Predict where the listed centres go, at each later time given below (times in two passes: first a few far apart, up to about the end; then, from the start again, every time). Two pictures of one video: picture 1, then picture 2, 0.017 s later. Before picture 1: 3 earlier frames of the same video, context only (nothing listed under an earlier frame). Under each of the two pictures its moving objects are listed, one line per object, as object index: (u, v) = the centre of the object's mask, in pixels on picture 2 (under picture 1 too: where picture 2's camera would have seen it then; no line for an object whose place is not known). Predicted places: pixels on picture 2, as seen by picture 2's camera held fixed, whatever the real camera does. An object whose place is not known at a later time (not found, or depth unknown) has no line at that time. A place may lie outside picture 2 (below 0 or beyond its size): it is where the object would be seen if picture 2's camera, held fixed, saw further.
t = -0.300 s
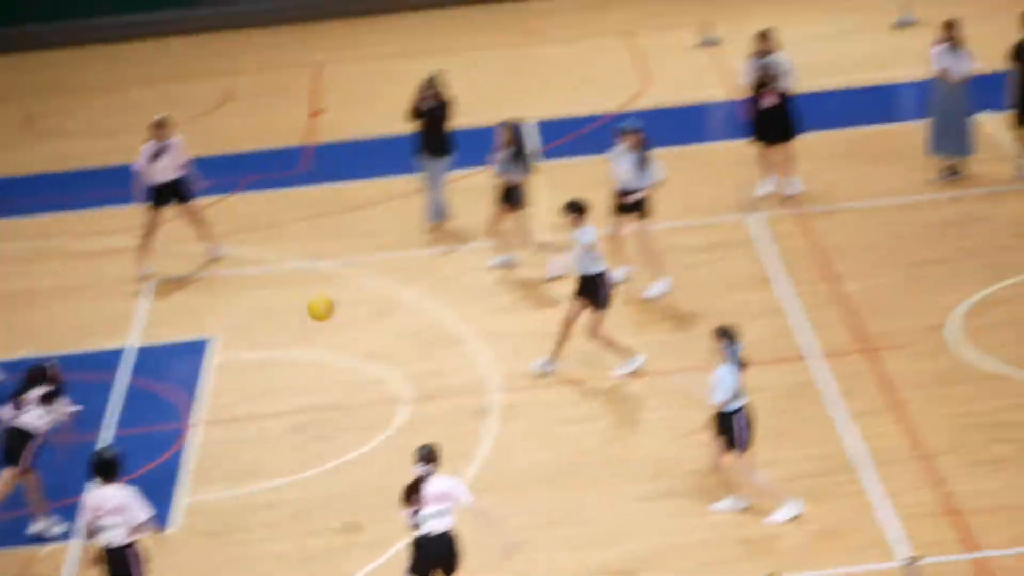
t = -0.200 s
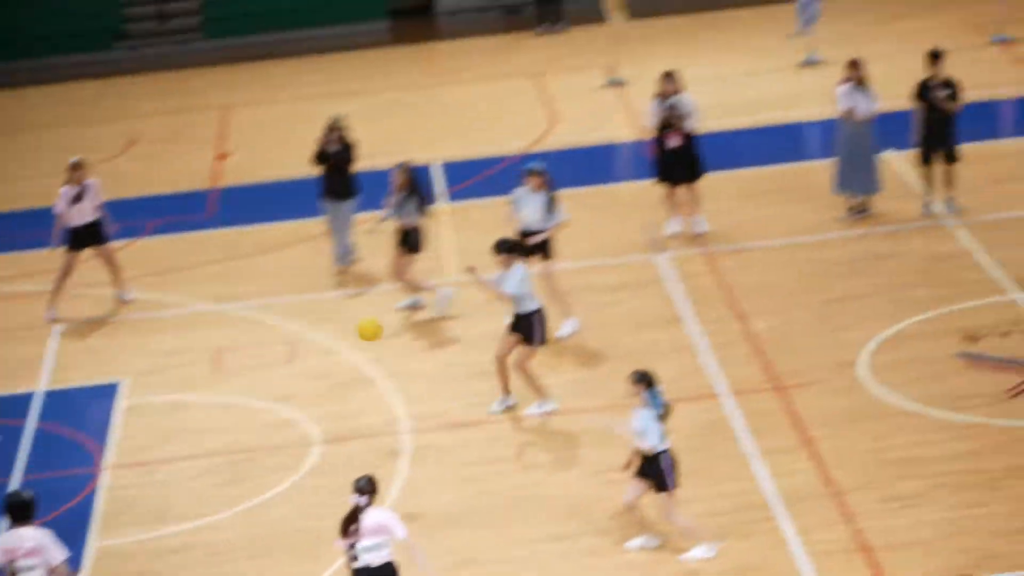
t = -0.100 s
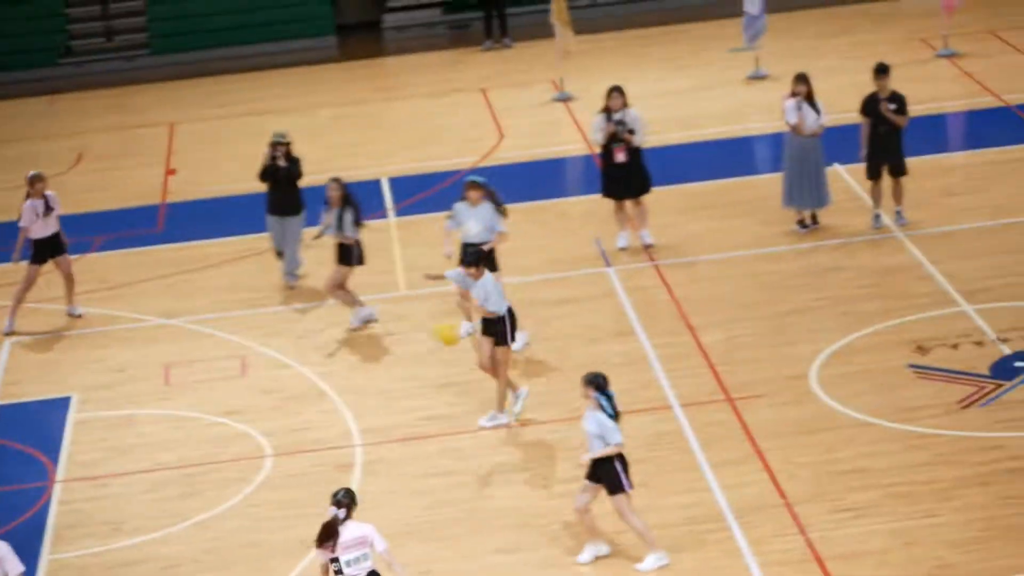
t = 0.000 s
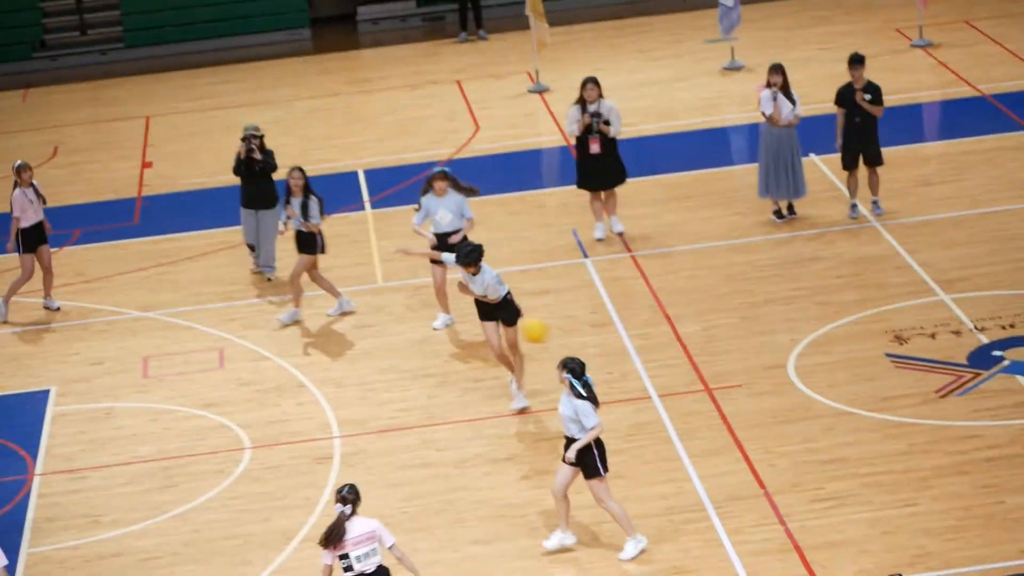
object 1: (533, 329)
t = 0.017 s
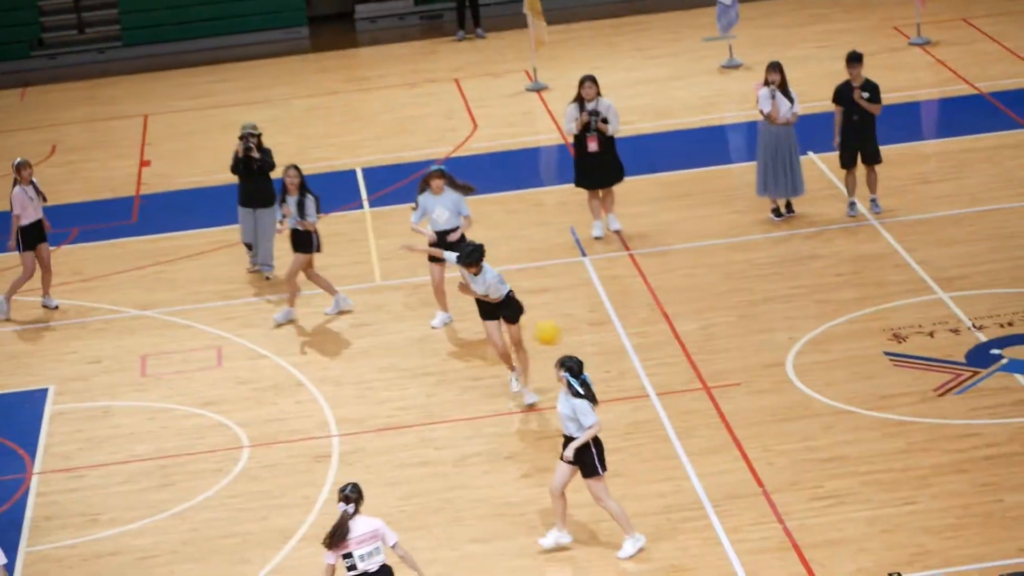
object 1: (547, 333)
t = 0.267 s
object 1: (737, 366)
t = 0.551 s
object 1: (861, 316)
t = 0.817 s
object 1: (982, 352)
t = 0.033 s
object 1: (563, 337)
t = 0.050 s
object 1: (579, 341)
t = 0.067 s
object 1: (594, 346)
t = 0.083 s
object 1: (607, 350)
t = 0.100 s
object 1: (622, 354)
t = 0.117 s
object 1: (638, 359)
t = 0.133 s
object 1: (651, 363)
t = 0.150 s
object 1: (666, 370)
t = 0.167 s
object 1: (684, 378)
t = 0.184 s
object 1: (696, 381)
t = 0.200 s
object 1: (709, 388)
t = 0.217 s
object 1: (718, 386)
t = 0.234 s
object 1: (724, 378)
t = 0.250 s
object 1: (731, 373)
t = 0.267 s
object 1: (737, 366)
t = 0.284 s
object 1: (745, 361)
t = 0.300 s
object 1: (753, 356)
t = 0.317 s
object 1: (760, 353)
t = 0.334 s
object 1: (767, 346)
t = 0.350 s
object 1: (774, 343)
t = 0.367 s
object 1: (780, 339)
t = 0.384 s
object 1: (787, 335)
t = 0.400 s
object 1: (794, 332)
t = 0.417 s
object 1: (802, 329)
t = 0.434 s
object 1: (811, 327)
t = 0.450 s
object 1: (817, 324)
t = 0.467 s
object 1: (823, 322)
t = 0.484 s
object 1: (831, 320)
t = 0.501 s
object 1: (838, 319)
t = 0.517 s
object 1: (845, 318)
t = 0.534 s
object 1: (852, 317)
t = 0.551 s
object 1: (861, 316)
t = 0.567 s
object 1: (868, 316)
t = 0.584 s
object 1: (876, 317)
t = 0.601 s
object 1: (884, 317)
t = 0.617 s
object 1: (890, 319)
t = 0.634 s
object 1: (897, 319)
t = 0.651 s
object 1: (904, 320)
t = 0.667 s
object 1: (912, 322)
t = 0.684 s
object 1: (920, 324)
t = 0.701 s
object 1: (929, 325)
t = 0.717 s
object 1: (937, 329)
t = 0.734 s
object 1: (944, 332)
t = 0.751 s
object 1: (951, 335)
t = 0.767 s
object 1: (959, 339)
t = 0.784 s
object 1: (967, 343)
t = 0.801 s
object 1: (974, 347)
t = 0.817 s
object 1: (982, 352)
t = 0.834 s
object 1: (990, 356)
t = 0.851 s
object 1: (998, 361)
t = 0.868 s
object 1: (1006, 368)
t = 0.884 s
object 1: (1014, 374)
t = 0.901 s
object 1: (1020, 380)
